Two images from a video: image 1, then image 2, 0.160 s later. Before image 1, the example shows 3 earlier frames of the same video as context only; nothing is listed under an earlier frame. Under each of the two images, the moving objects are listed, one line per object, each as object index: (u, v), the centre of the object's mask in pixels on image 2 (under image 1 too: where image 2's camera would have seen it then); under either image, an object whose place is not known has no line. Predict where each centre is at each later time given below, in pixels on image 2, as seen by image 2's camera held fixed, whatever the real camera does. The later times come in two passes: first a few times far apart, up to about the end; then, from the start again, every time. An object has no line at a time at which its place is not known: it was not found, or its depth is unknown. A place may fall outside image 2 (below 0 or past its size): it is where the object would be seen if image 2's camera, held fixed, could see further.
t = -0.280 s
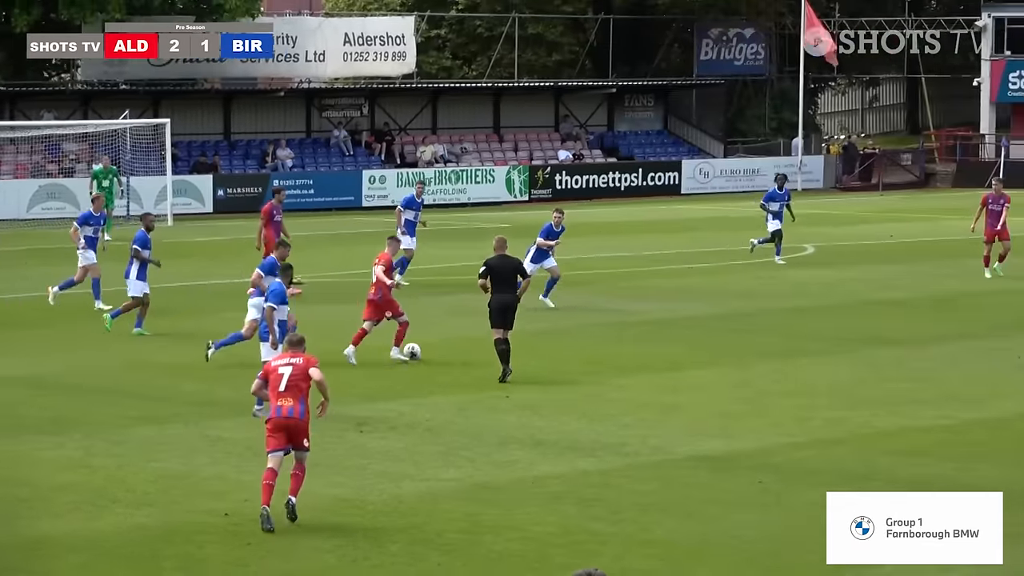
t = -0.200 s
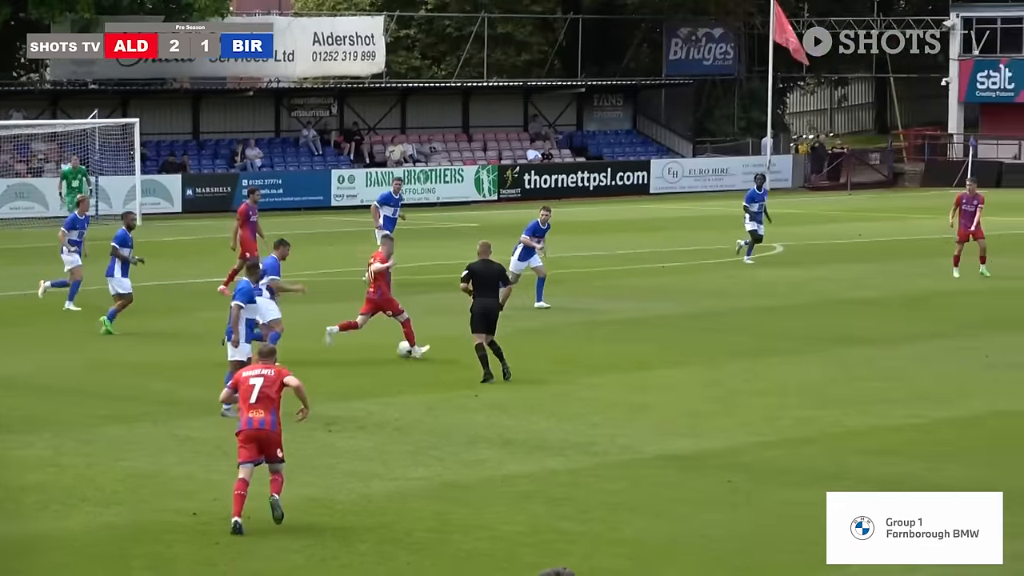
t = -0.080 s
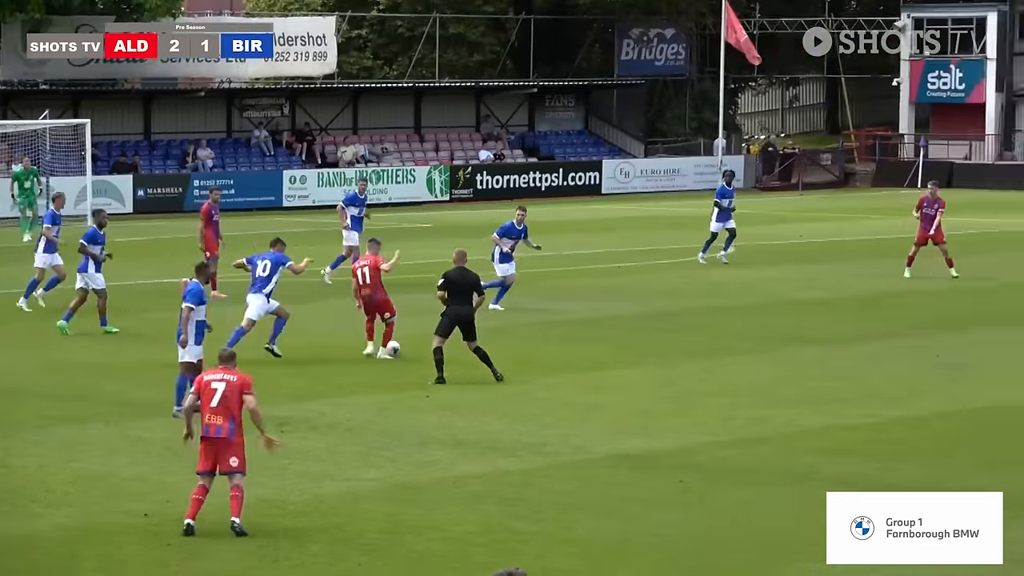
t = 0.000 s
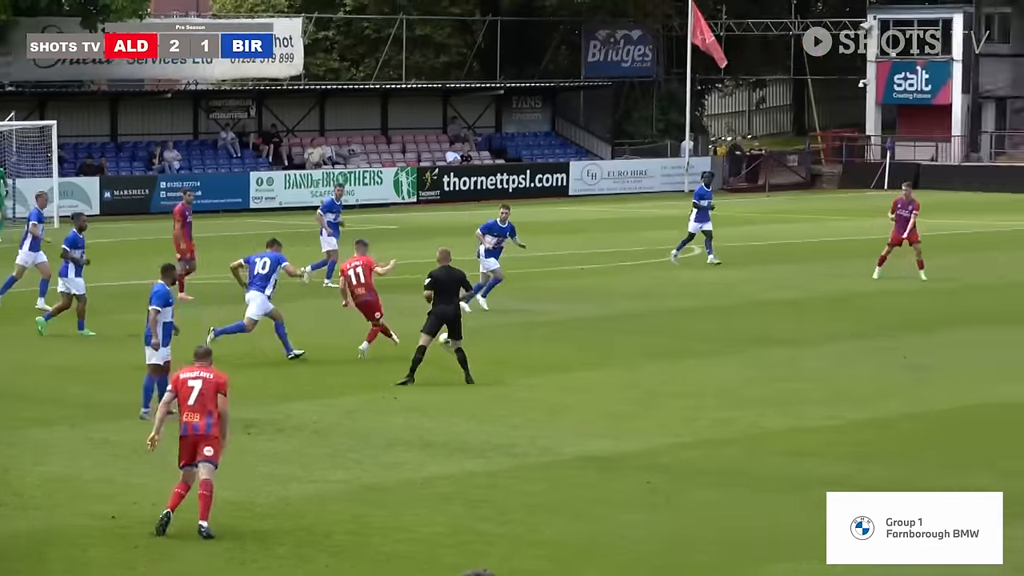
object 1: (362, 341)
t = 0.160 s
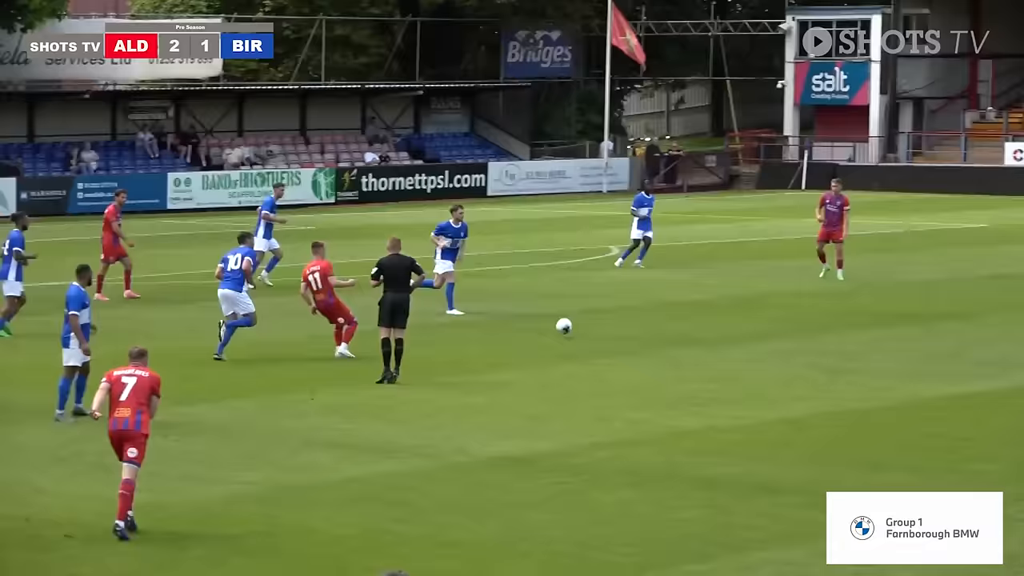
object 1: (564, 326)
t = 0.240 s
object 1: (653, 324)
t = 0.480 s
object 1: (872, 311)
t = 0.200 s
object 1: (609, 327)
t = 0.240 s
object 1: (653, 324)
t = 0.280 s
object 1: (692, 318)
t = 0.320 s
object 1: (731, 313)
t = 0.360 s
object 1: (769, 311)
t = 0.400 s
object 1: (804, 310)
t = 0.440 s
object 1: (838, 311)
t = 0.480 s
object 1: (872, 311)
